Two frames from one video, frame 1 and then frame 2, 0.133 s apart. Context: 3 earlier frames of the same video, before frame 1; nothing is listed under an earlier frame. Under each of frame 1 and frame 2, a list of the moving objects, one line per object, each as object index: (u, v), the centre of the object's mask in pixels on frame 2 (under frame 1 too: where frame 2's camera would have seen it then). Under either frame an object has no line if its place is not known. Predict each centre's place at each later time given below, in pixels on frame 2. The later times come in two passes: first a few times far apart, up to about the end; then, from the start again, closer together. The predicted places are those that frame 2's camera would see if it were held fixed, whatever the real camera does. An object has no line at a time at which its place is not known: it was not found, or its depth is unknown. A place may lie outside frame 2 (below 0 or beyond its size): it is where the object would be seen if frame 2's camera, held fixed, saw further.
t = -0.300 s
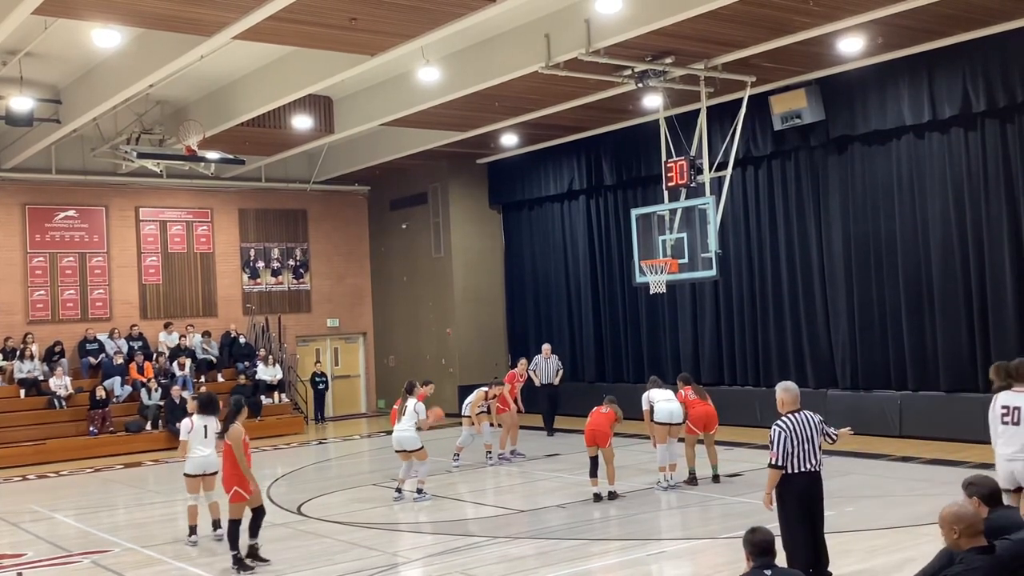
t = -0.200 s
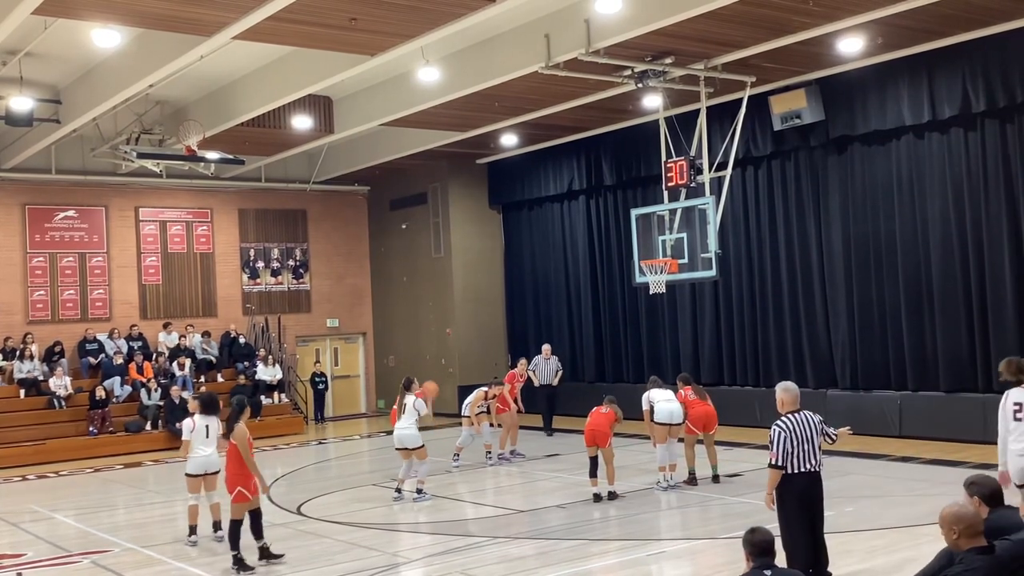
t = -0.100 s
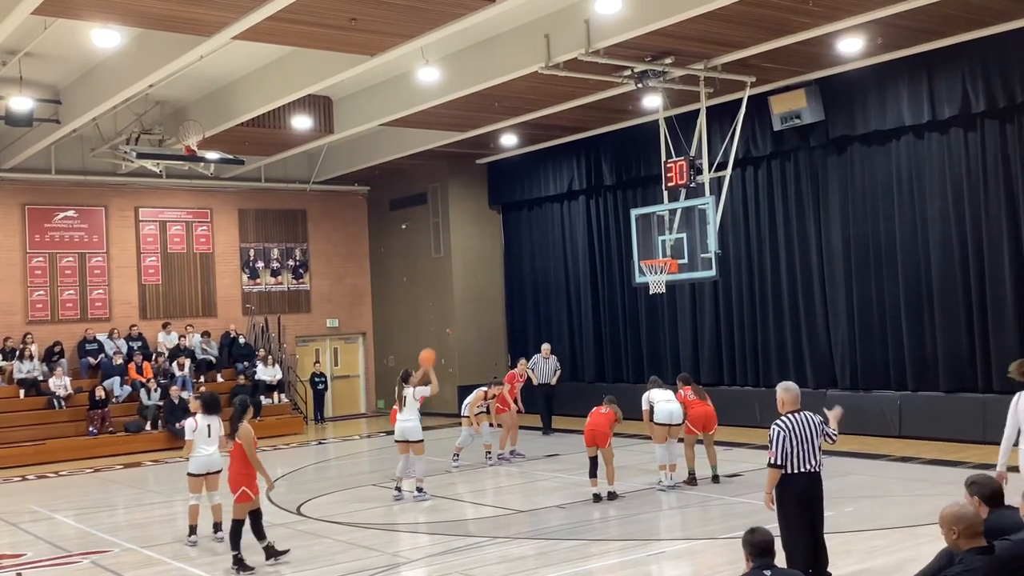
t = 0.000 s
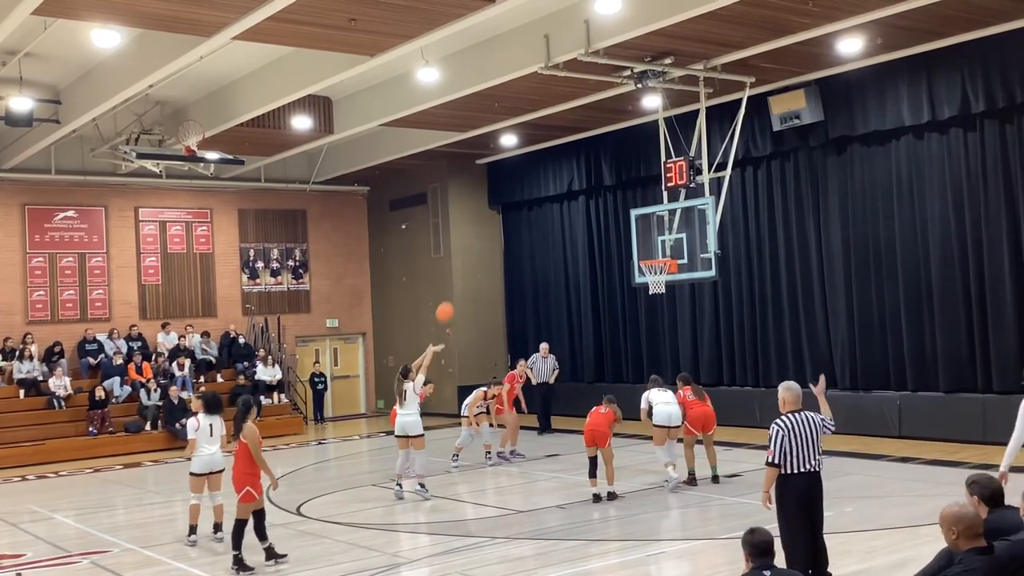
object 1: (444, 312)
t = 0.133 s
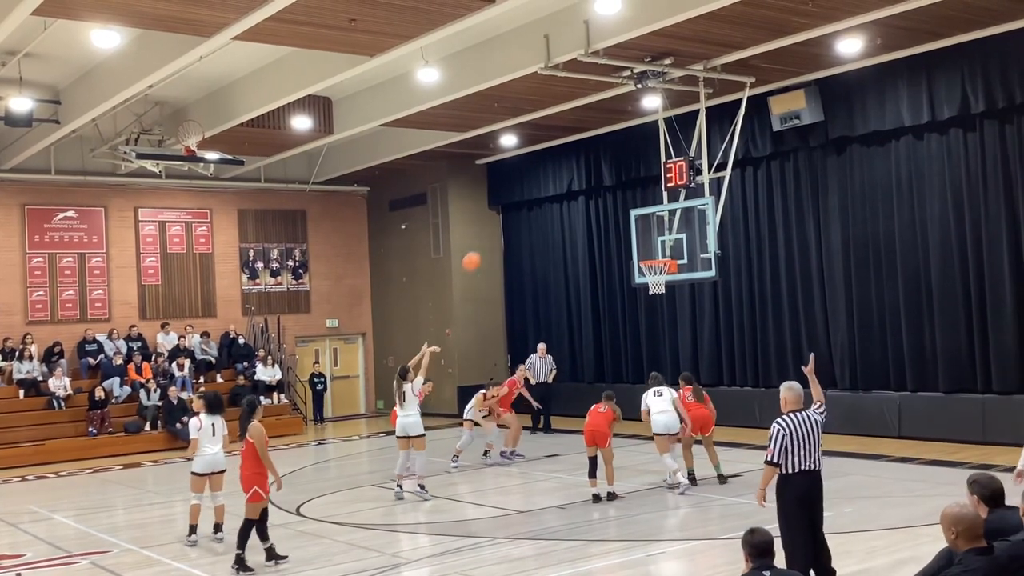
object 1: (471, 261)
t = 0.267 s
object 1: (498, 224)
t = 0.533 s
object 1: (548, 189)
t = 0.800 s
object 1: (597, 201)
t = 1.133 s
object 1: (655, 266)
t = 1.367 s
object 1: (672, 275)
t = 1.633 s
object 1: (660, 297)
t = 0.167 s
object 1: (478, 250)
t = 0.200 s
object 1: (484, 241)
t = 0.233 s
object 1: (491, 232)
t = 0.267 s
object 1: (498, 224)
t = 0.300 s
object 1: (504, 217)
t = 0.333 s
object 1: (510, 210)
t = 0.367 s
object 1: (517, 205)
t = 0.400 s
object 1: (523, 200)
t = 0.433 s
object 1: (530, 196)
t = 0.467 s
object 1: (536, 193)
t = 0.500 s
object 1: (542, 190)
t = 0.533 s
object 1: (548, 189)
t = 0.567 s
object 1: (554, 188)
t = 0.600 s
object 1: (560, 187)
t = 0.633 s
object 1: (567, 188)
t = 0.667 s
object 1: (573, 189)
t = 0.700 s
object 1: (579, 191)
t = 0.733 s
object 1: (585, 194)
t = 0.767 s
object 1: (591, 197)
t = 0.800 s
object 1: (597, 201)
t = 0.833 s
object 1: (603, 205)
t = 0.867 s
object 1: (609, 211)
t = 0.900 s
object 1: (616, 216)
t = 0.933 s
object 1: (621, 223)
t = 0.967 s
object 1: (627, 231)
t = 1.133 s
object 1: (655, 266)
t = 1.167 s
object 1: (657, 268)
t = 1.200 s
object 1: (669, 276)
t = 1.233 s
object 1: (670, 273)
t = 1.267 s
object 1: (672, 273)
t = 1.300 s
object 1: (673, 272)
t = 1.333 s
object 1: (673, 272)
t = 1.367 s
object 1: (672, 275)
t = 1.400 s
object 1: (669, 275)
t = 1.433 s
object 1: (671, 279)
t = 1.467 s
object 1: (670, 282)
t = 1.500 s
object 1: (668, 283)
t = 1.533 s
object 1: (665, 285)
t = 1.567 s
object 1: (663, 288)
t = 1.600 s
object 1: (661, 292)
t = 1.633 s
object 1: (660, 297)
